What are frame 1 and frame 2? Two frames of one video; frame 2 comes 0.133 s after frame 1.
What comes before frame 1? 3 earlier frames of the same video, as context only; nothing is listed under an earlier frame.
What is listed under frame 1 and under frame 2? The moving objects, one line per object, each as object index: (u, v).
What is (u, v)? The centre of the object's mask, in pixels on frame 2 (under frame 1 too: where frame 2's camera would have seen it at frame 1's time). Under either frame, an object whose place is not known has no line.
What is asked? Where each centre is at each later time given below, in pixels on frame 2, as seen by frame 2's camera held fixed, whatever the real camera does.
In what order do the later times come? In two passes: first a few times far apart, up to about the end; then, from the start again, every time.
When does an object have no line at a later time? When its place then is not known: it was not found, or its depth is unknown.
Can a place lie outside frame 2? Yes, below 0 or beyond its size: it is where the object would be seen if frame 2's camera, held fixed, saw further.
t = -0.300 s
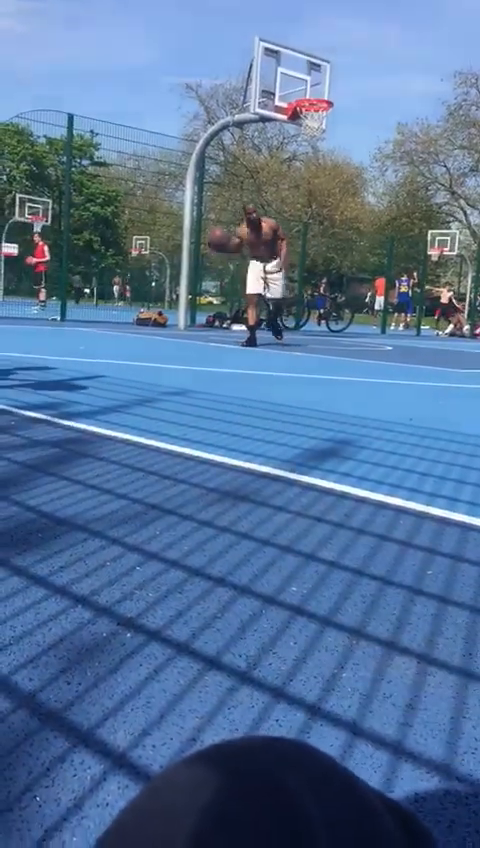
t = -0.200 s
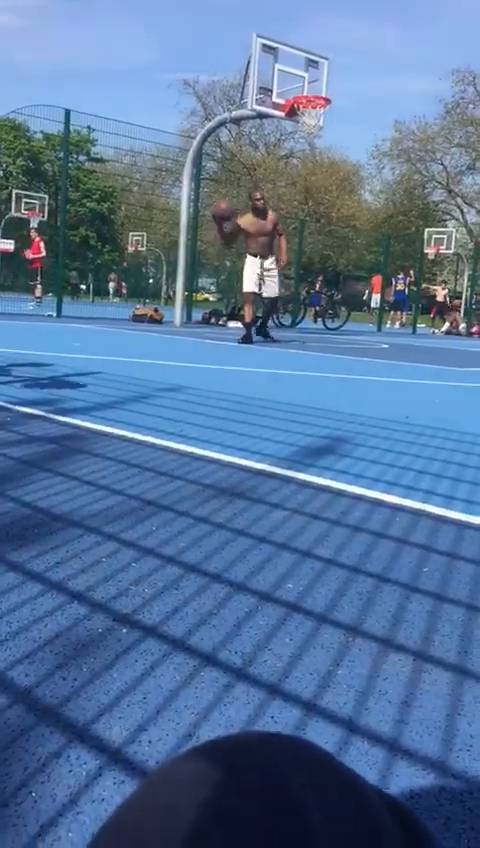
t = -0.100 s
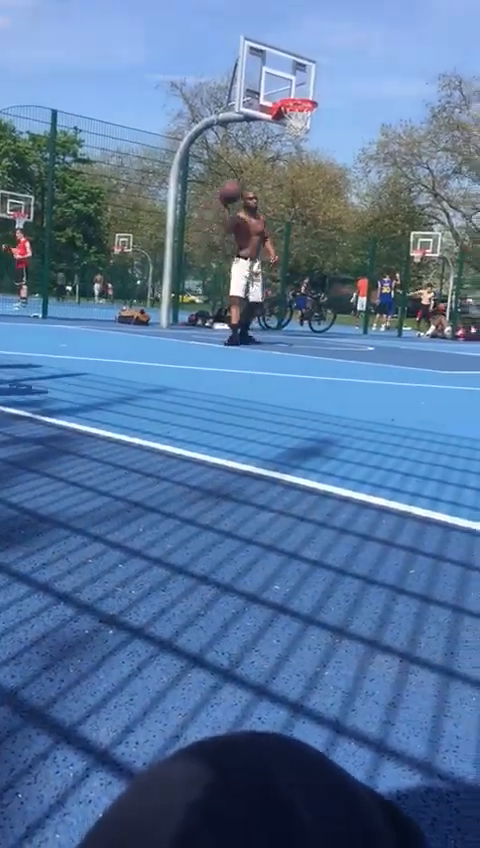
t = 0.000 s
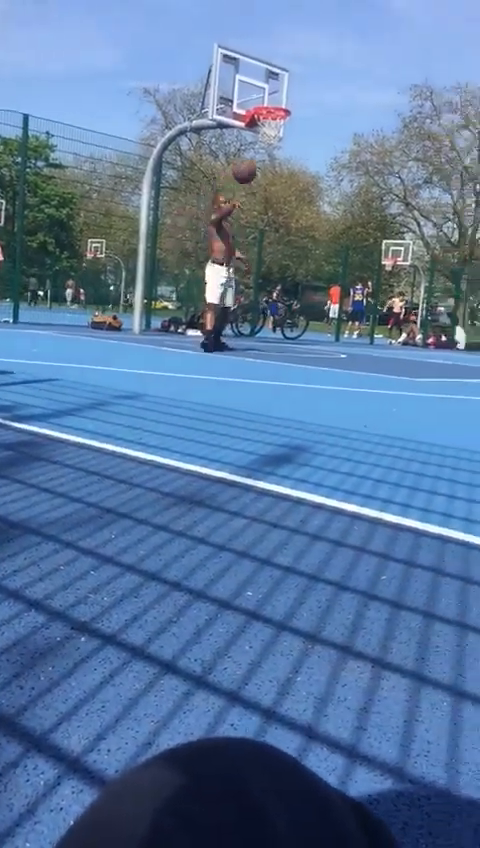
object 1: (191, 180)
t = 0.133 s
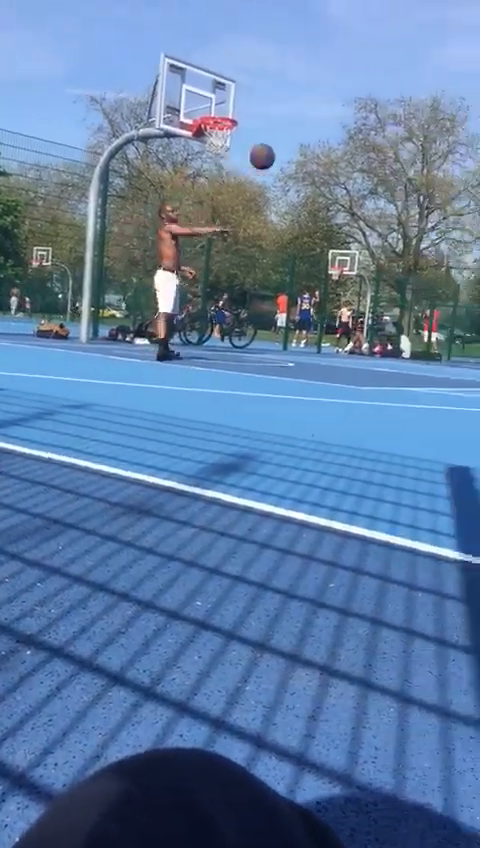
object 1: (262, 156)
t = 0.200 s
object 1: (299, 151)
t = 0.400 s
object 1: (415, 165)
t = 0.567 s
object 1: (520, 215)
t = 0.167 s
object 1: (280, 153)
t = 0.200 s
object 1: (299, 151)
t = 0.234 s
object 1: (318, 150)
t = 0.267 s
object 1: (338, 150)
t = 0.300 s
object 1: (356, 152)
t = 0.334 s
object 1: (376, 154)
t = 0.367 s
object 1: (396, 159)
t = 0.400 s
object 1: (415, 165)
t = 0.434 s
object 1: (434, 170)
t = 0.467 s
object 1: (457, 180)
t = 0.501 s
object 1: (478, 190)
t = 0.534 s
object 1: (500, 202)
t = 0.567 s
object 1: (520, 215)
